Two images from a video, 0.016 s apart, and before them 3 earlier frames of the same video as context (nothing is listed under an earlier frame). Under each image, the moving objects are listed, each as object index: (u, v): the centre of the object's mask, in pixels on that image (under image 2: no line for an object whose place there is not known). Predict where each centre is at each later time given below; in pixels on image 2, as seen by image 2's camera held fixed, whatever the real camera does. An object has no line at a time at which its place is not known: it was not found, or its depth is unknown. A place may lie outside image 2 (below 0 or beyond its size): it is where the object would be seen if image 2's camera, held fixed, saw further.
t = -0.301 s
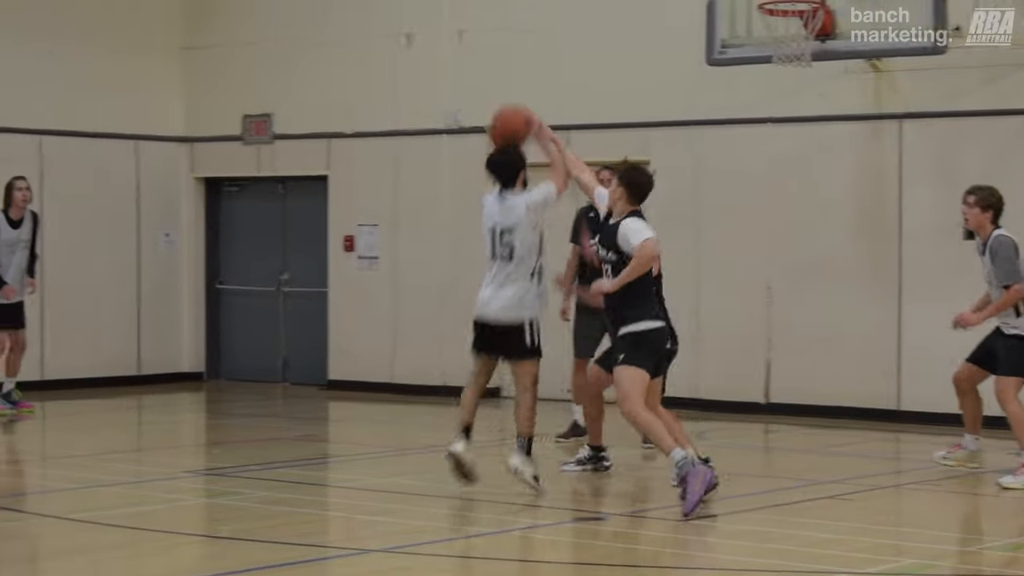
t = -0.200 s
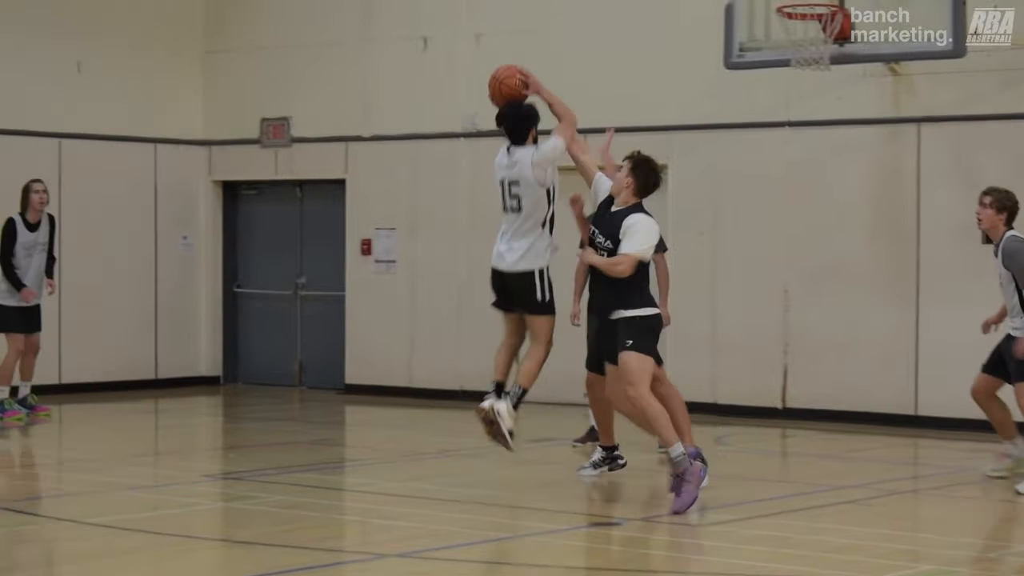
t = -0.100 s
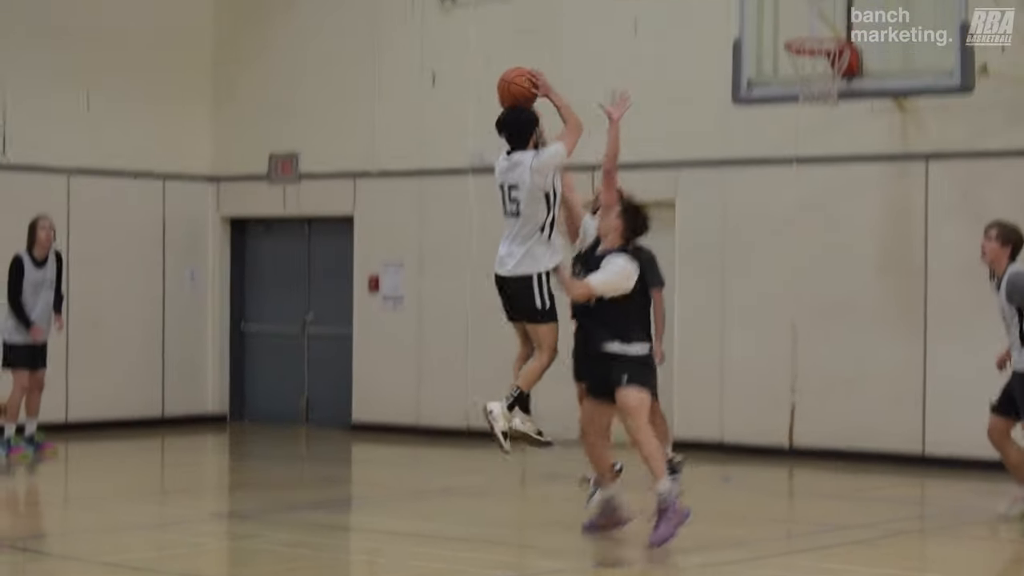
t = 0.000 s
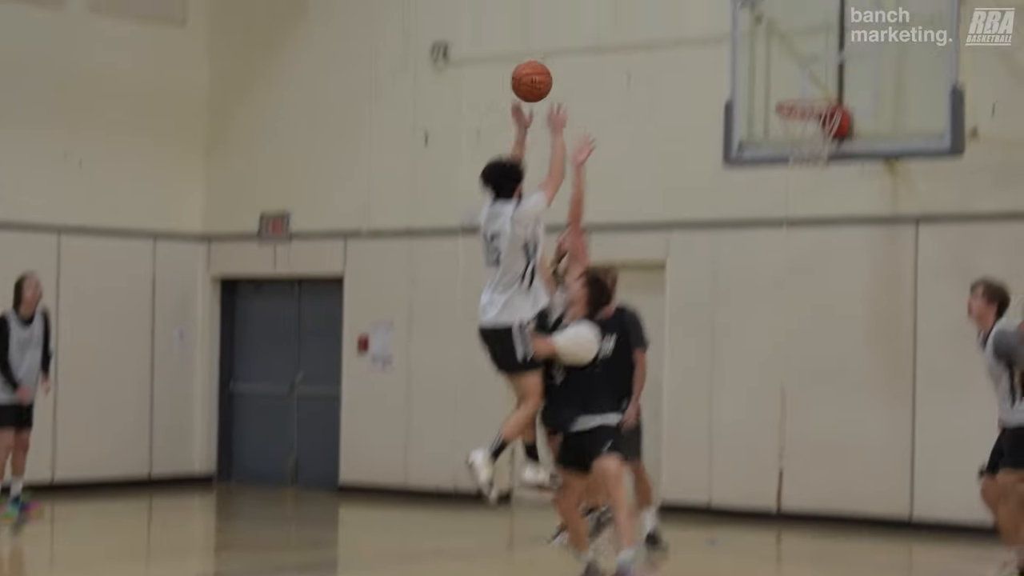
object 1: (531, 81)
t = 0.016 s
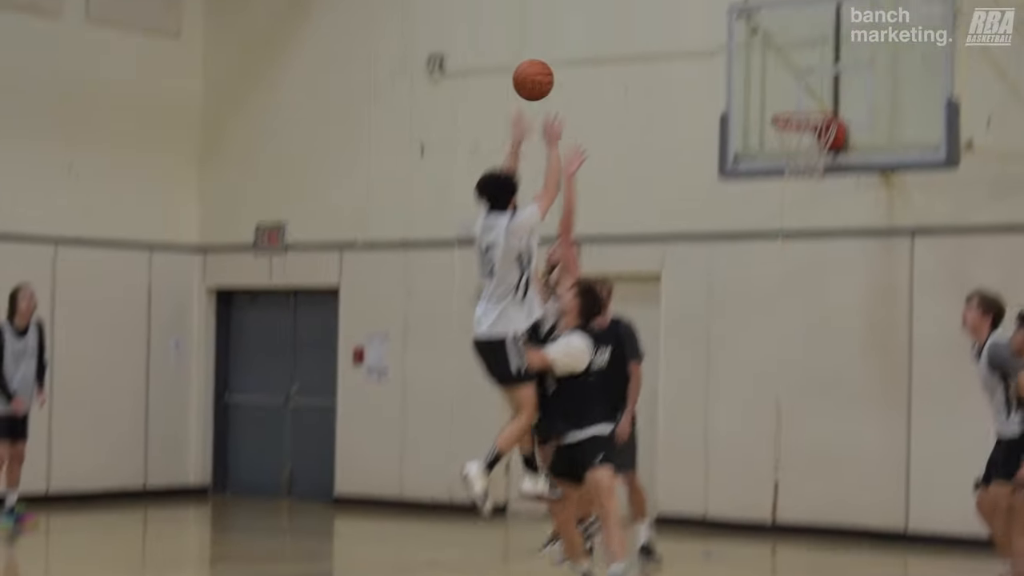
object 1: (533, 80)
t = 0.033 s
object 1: (539, 66)
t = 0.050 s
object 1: (546, 54)
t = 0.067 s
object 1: (552, 43)
